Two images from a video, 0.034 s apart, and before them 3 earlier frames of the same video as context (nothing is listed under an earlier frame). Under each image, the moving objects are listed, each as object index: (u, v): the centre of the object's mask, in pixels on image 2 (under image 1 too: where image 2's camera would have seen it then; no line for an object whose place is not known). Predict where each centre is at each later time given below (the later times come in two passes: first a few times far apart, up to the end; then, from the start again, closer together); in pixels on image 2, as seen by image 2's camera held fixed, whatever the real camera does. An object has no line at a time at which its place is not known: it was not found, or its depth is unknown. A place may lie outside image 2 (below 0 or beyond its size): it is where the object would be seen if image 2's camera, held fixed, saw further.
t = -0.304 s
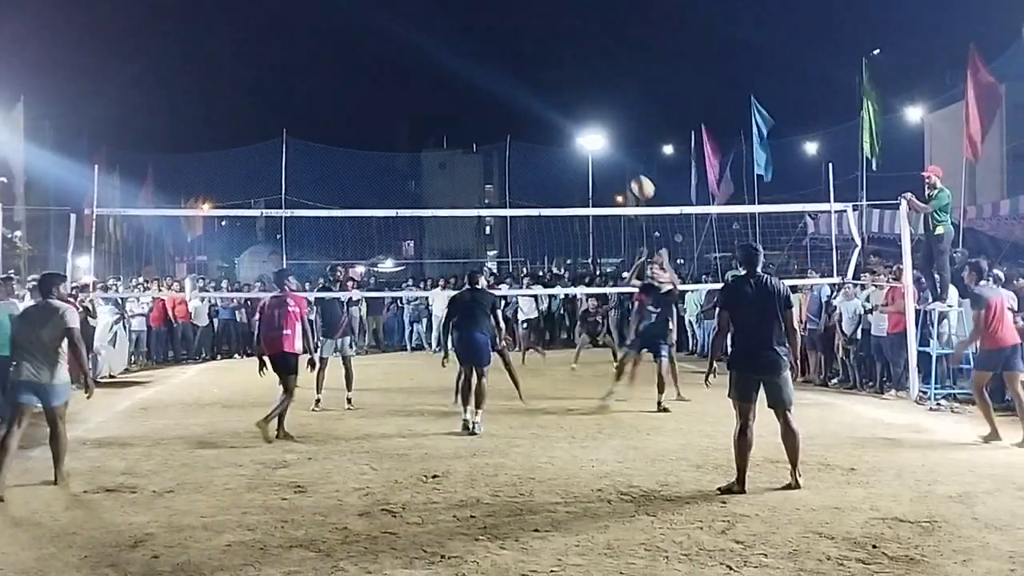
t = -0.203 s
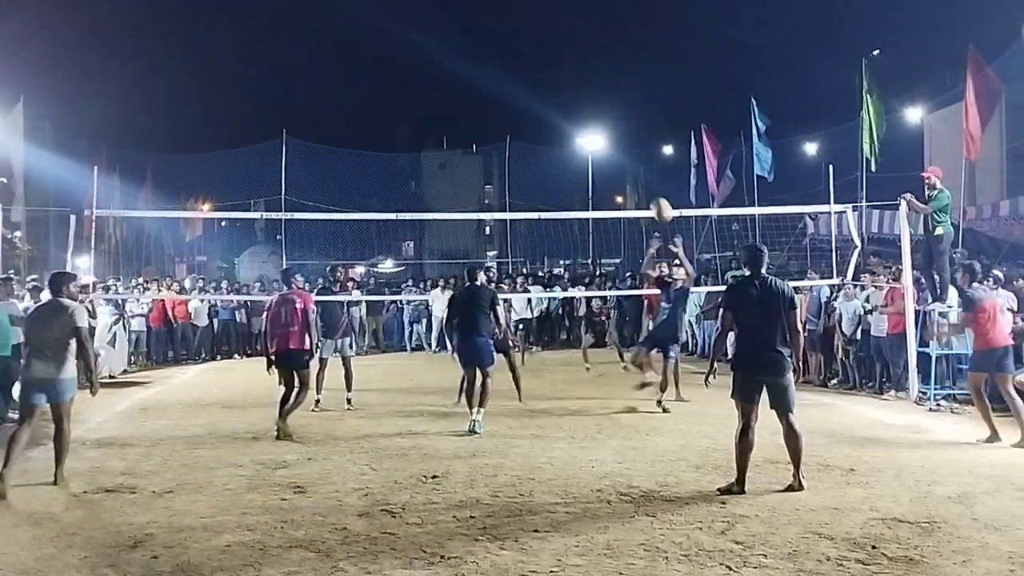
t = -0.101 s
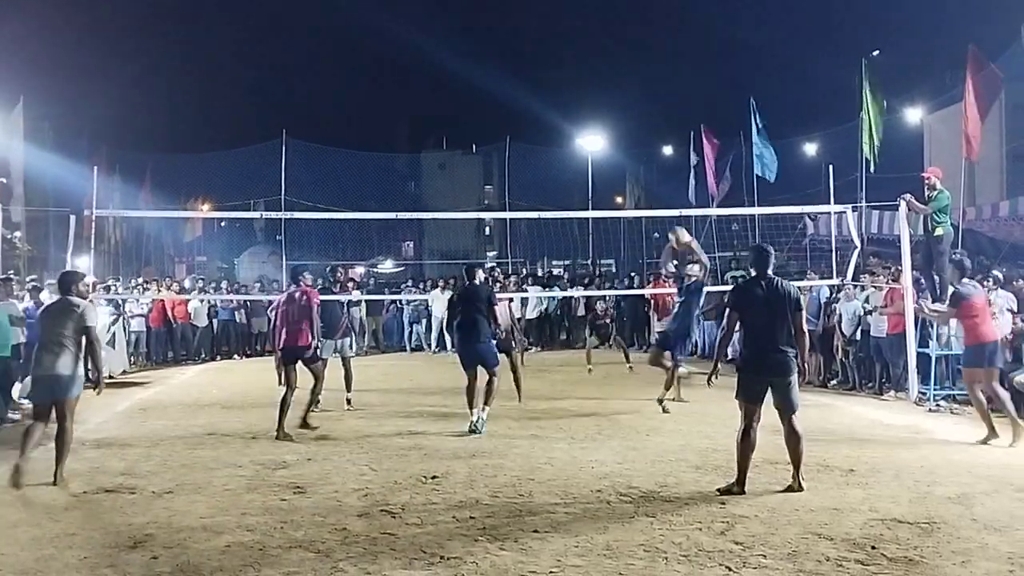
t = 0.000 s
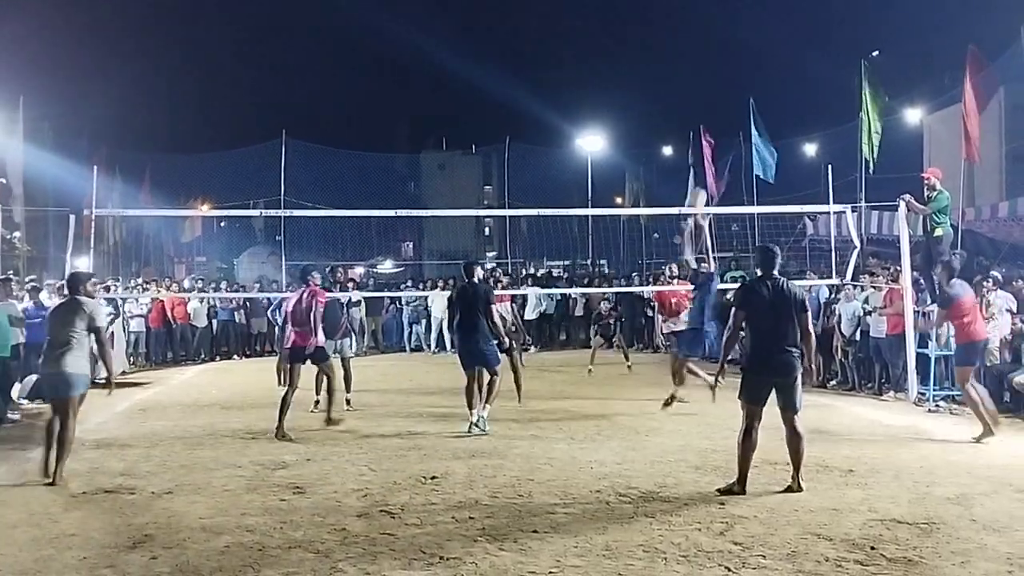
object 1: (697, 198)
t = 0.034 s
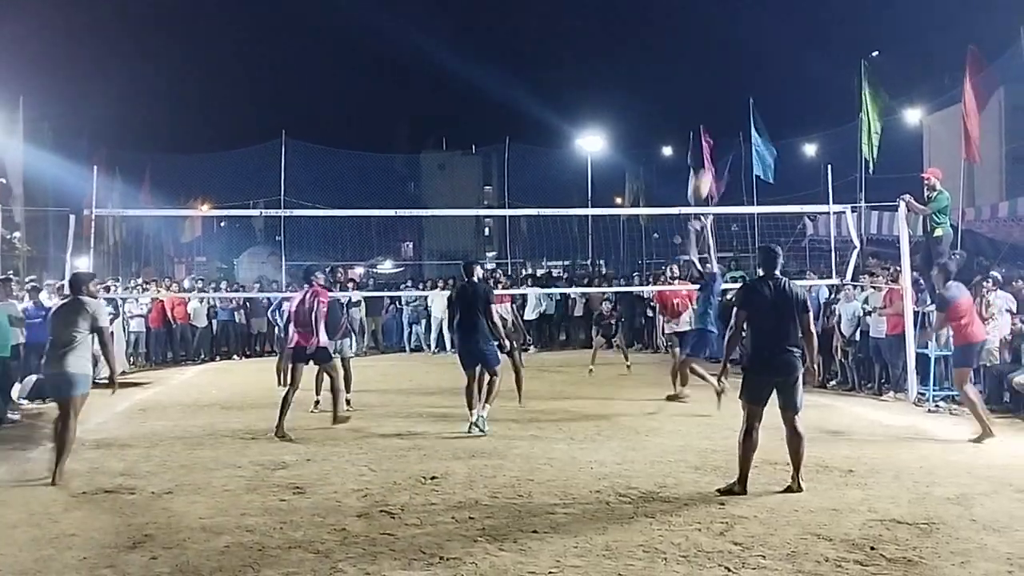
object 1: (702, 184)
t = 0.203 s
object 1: (726, 106)
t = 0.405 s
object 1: (757, 44)
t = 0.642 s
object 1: (794, 16)
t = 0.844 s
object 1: (826, 29)
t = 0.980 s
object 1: (848, 58)
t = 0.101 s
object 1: (711, 150)
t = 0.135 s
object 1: (715, 135)
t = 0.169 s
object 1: (720, 120)
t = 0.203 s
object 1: (726, 106)
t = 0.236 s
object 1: (731, 93)
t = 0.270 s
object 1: (736, 81)
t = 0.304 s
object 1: (741, 71)
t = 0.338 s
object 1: (746, 61)
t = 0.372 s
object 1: (751, 52)
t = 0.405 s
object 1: (757, 44)
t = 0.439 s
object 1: (762, 37)
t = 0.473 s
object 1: (767, 31)
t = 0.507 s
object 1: (772, 26)
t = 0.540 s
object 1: (777, 22)
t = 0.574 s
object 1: (783, 19)
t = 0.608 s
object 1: (788, 17)
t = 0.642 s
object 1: (794, 16)
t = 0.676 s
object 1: (800, 16)
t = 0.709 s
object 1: (805, 17)
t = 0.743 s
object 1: (810, 18)
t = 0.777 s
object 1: (815, 21)
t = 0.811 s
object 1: (821, 25)
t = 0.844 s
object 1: (826, 29)
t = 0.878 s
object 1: (832, 35)
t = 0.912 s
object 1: (837, 41)
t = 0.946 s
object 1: (842, 49)
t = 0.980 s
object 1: (848, 58)
